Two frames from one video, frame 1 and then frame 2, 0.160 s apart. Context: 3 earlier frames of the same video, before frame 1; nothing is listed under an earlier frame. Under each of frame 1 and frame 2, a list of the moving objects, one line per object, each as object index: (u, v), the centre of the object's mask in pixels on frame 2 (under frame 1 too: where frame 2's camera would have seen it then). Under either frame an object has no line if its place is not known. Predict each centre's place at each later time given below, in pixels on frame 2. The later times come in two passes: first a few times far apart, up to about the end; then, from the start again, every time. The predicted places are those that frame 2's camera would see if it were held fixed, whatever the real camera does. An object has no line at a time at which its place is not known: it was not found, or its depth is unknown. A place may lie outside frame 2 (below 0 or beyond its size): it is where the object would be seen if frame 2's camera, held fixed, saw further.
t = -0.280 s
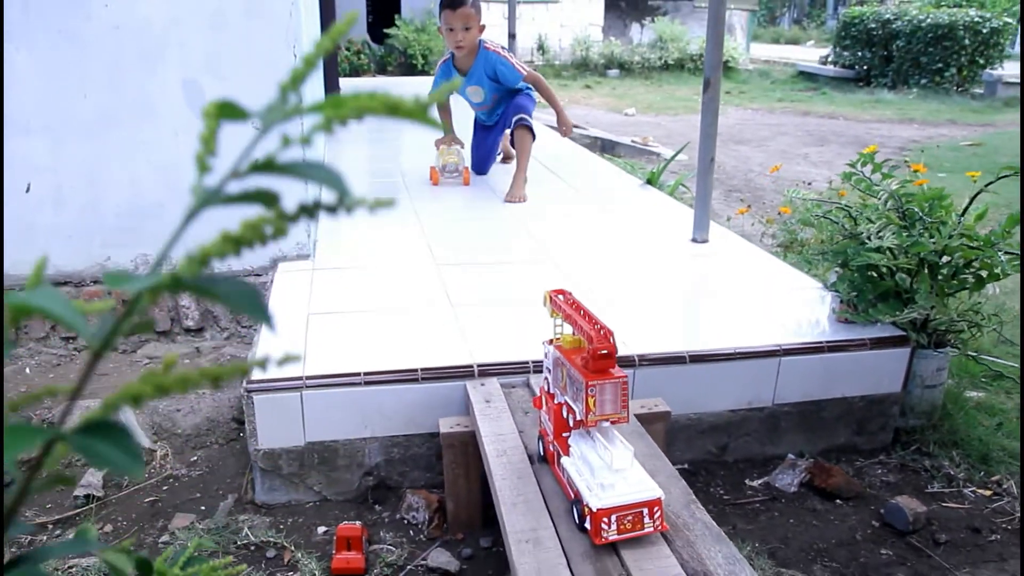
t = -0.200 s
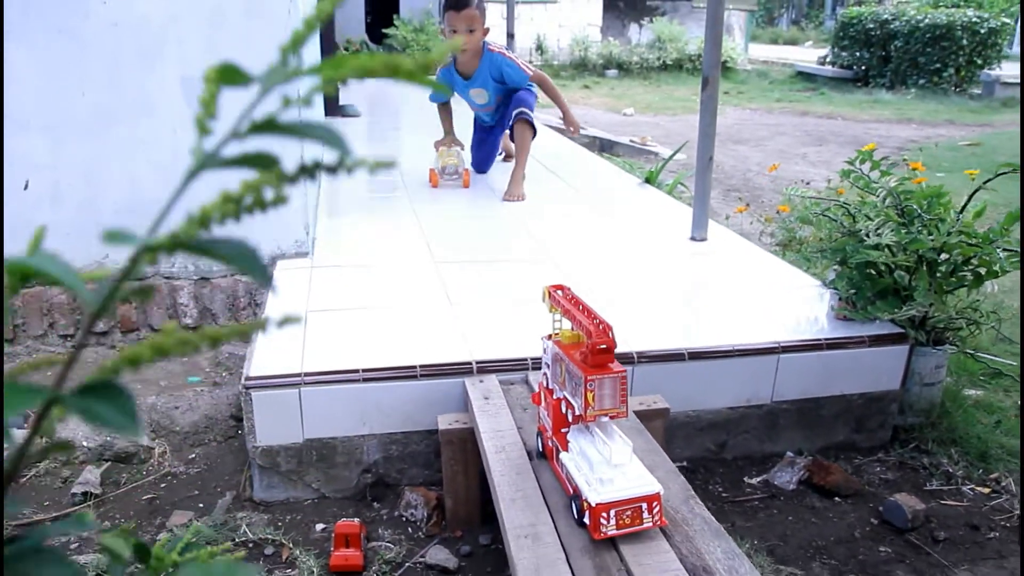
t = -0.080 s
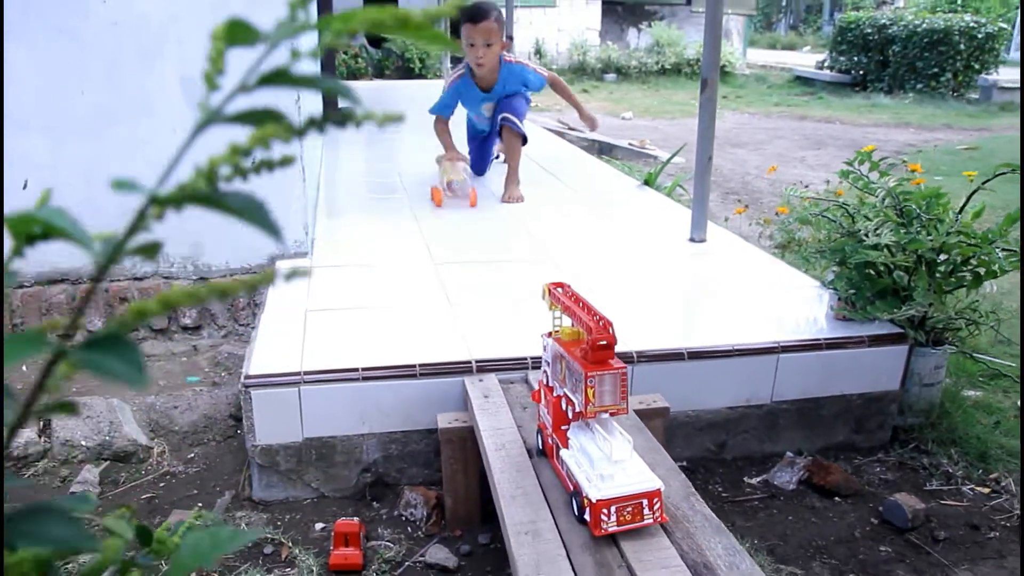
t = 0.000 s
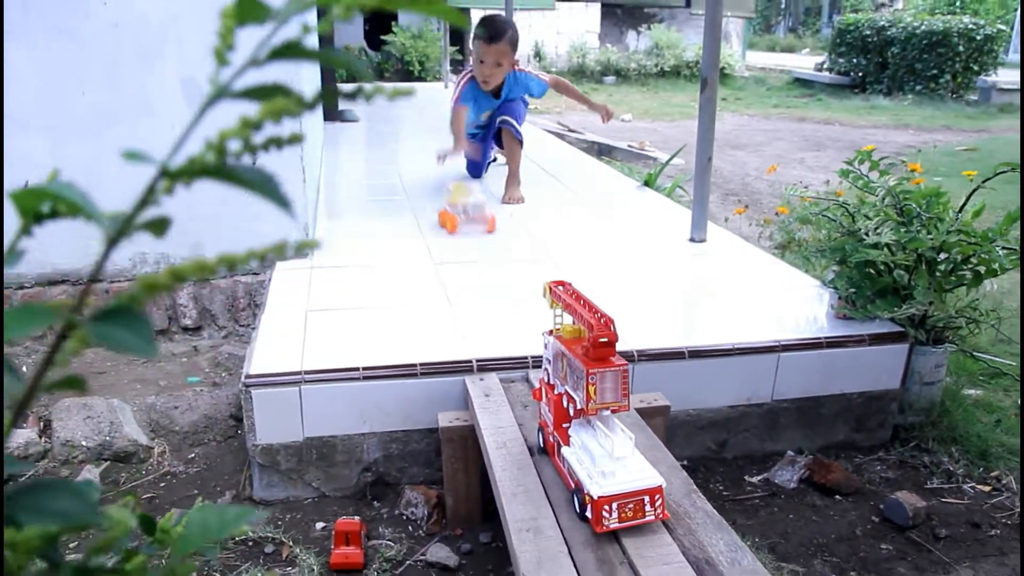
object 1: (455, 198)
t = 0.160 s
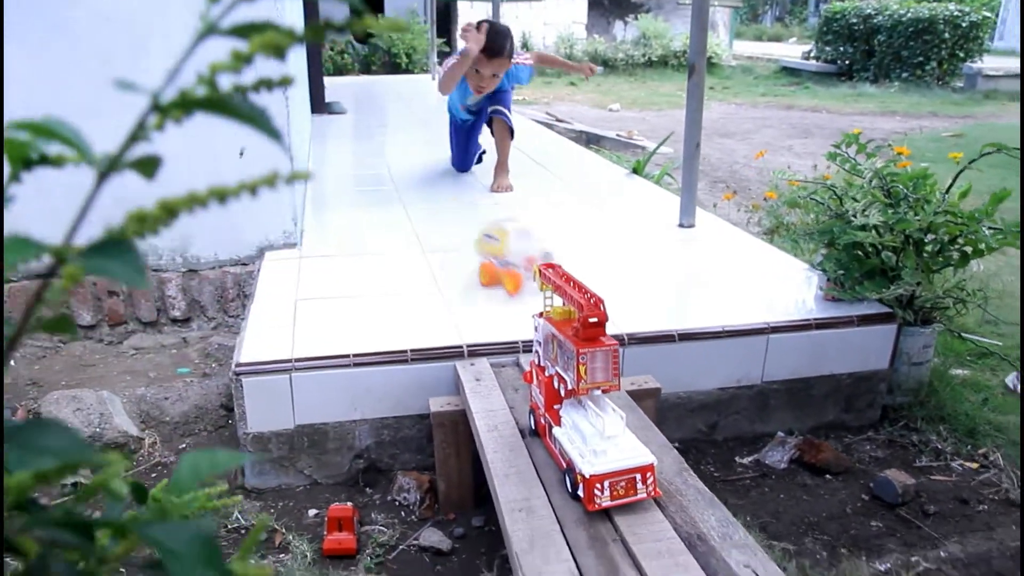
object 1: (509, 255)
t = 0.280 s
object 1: (643, 330)
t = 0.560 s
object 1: (870, 520)
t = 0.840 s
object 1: (821, 535)
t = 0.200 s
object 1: (530, 274)
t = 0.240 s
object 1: (607, 300)
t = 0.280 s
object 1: (643, 330)
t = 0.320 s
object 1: (679, 356)
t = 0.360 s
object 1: (738, 393)
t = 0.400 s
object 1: (805, 457)
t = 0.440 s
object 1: (875, 535)
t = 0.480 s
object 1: (913, 548)
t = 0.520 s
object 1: (897, 524)
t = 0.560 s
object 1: (870, 520)
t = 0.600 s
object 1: (869, 527)
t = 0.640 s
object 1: (858, 533)
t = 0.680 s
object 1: (846, 548)
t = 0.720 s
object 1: (834, 548)
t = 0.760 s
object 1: (828, 543)
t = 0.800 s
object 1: (822, 539)
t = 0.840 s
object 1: (821, 535)
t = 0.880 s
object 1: (820, 532)
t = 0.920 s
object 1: (819, 529)
